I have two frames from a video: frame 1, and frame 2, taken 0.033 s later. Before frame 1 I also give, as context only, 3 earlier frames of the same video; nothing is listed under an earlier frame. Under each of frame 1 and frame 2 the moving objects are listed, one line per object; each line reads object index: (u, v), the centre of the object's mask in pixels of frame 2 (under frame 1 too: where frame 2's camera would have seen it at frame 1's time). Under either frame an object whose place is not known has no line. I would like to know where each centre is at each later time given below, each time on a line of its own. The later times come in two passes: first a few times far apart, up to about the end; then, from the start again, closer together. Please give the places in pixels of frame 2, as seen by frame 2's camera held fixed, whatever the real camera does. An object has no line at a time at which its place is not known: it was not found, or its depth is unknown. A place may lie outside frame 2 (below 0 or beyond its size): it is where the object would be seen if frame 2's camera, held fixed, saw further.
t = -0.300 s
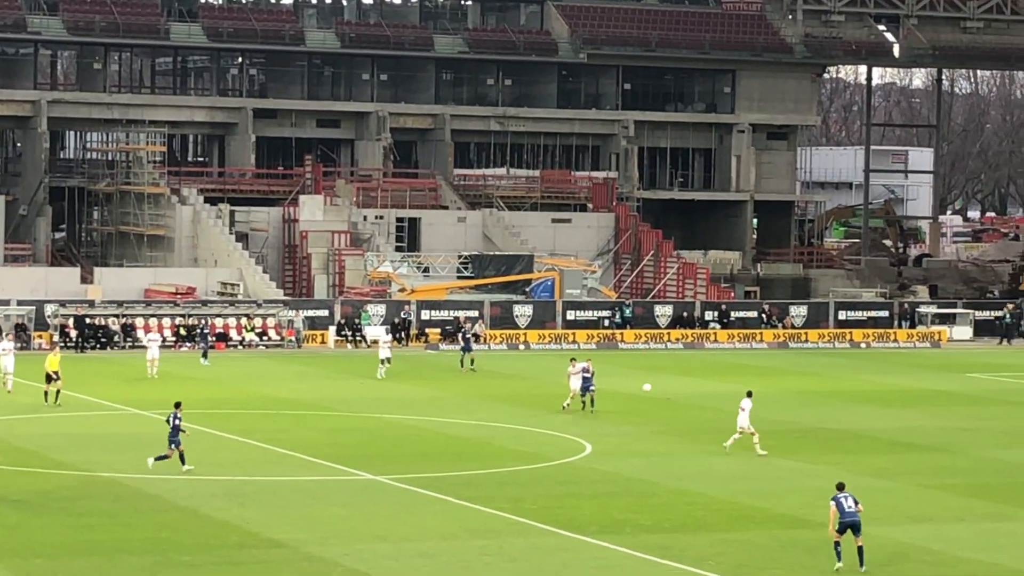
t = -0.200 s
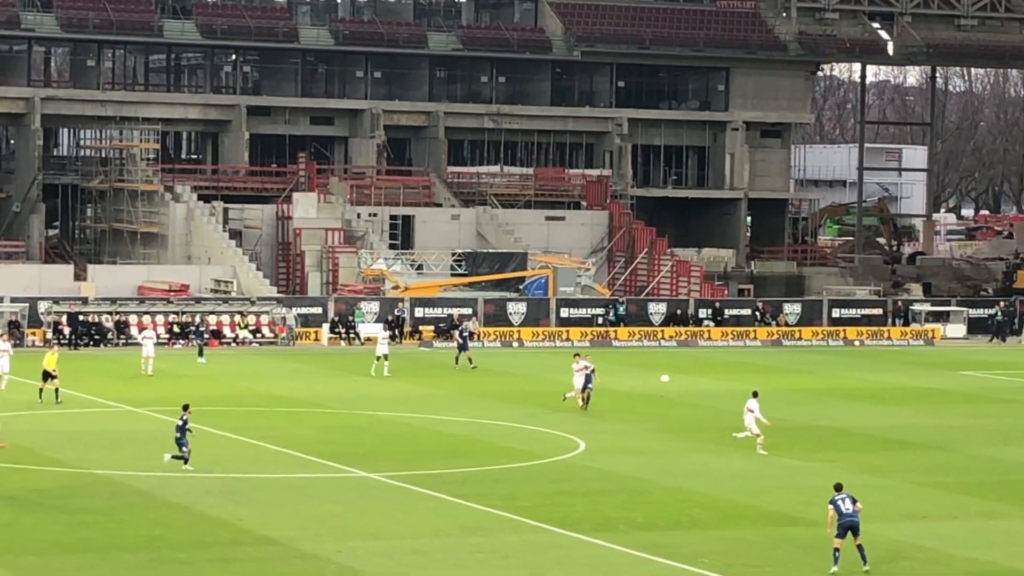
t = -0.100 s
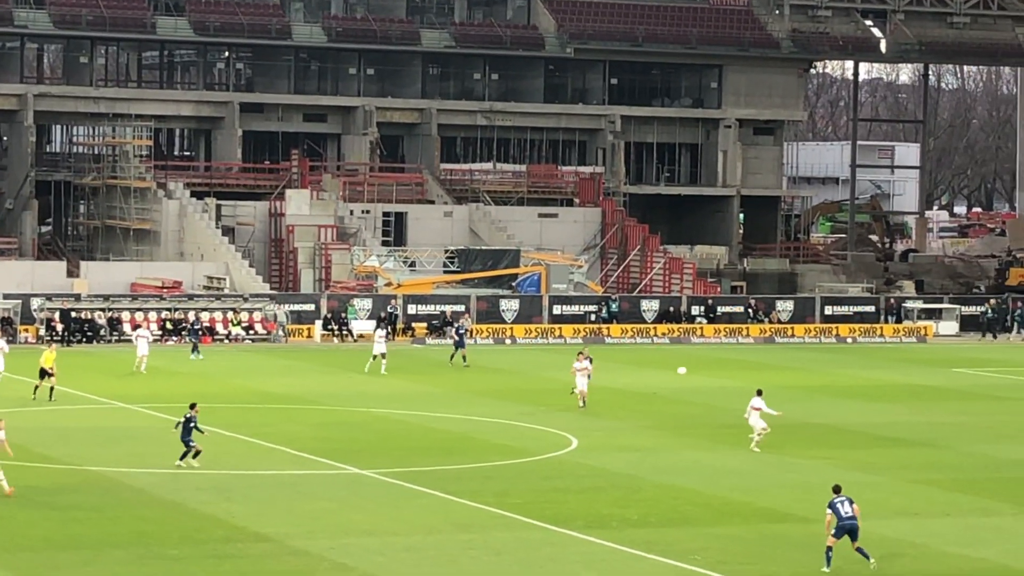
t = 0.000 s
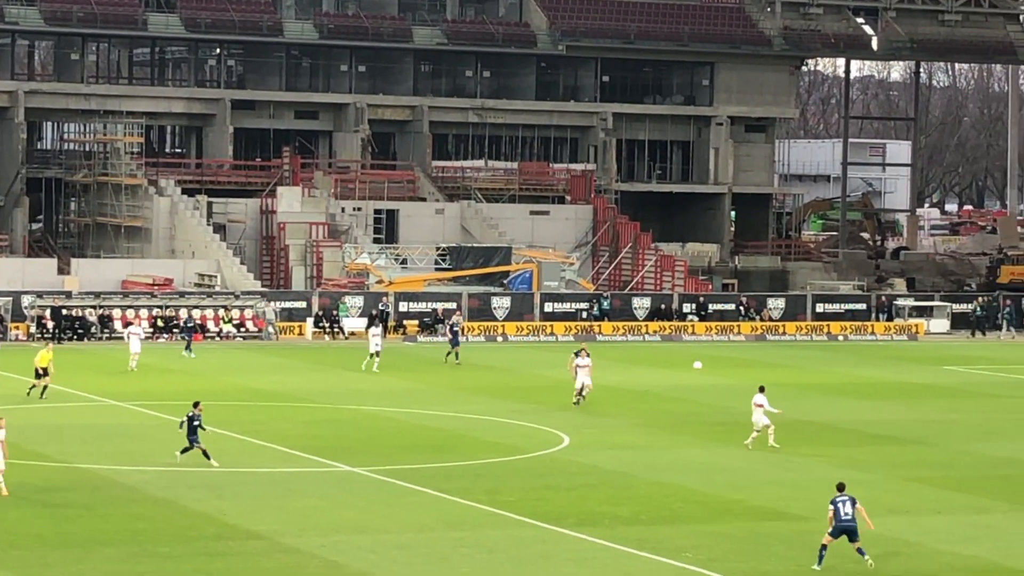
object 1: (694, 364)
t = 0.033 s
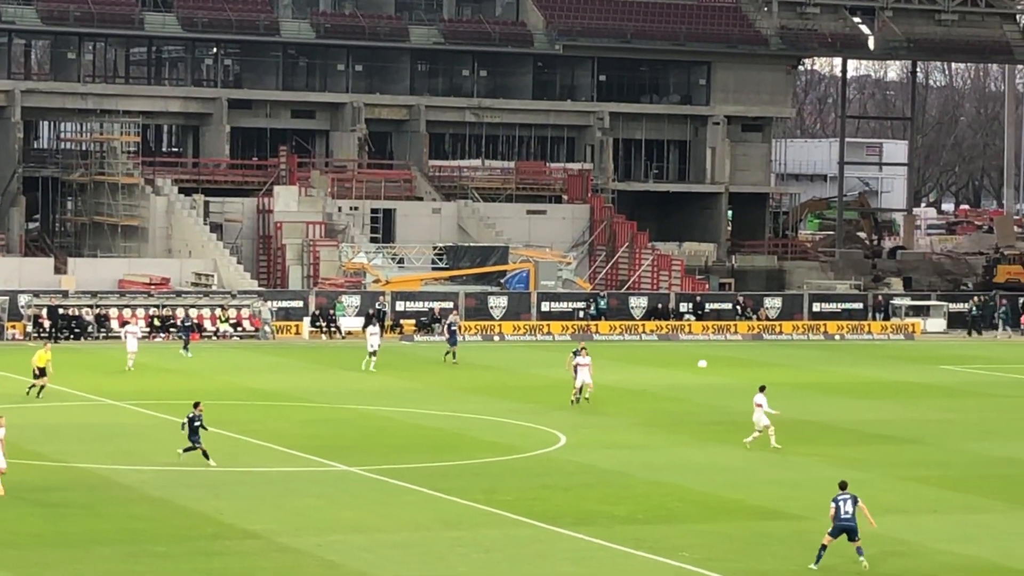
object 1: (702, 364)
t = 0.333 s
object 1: (775, 369)
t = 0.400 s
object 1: (792, 373)
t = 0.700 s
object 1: (868, 409)
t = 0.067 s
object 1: (710, 363)
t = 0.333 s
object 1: (775, 369)
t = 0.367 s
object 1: (783, 371)
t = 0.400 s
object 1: (792, 373)
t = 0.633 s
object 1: (851, 399)
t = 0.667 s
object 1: (859, 404)
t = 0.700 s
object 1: (868, 409)
